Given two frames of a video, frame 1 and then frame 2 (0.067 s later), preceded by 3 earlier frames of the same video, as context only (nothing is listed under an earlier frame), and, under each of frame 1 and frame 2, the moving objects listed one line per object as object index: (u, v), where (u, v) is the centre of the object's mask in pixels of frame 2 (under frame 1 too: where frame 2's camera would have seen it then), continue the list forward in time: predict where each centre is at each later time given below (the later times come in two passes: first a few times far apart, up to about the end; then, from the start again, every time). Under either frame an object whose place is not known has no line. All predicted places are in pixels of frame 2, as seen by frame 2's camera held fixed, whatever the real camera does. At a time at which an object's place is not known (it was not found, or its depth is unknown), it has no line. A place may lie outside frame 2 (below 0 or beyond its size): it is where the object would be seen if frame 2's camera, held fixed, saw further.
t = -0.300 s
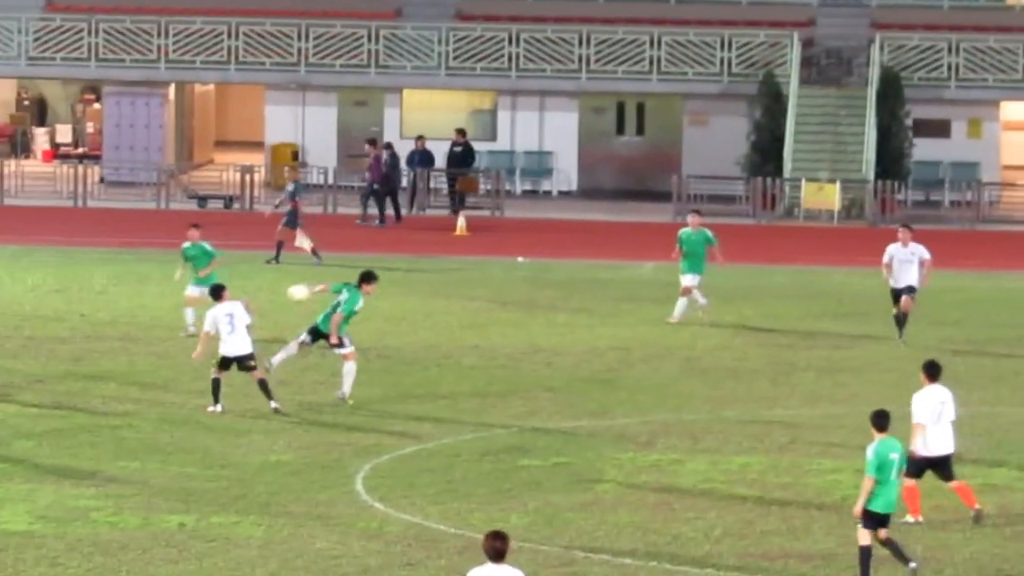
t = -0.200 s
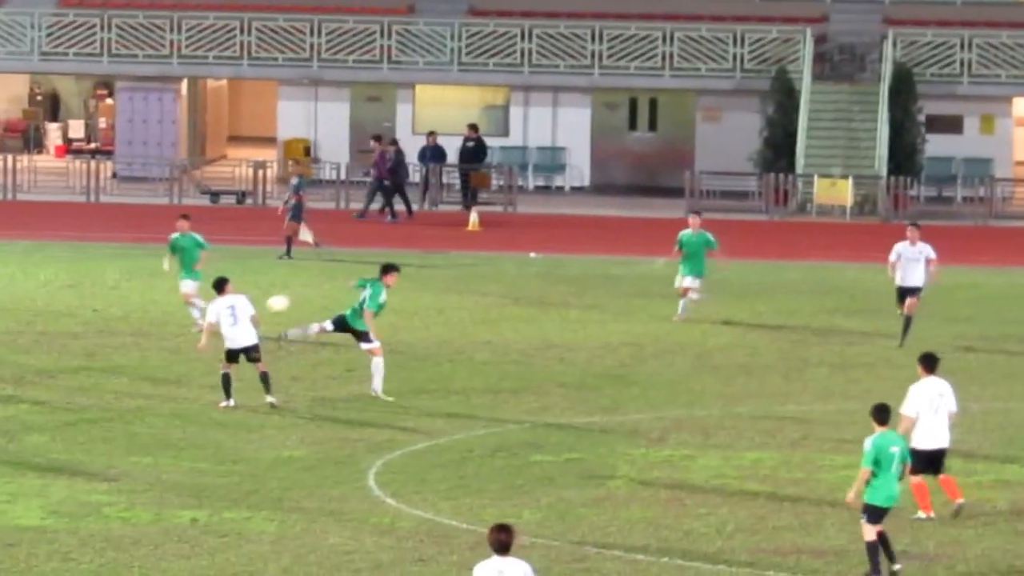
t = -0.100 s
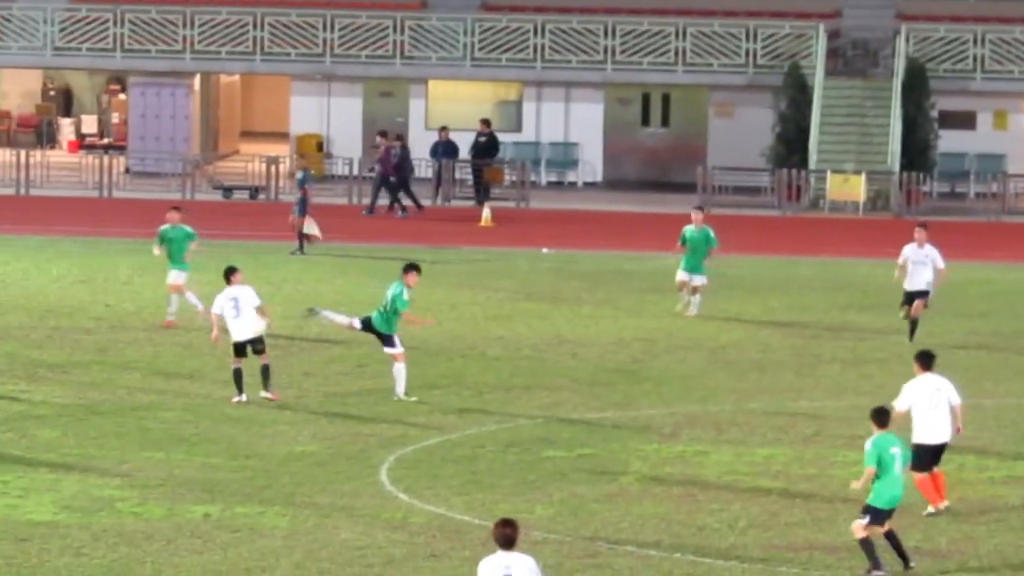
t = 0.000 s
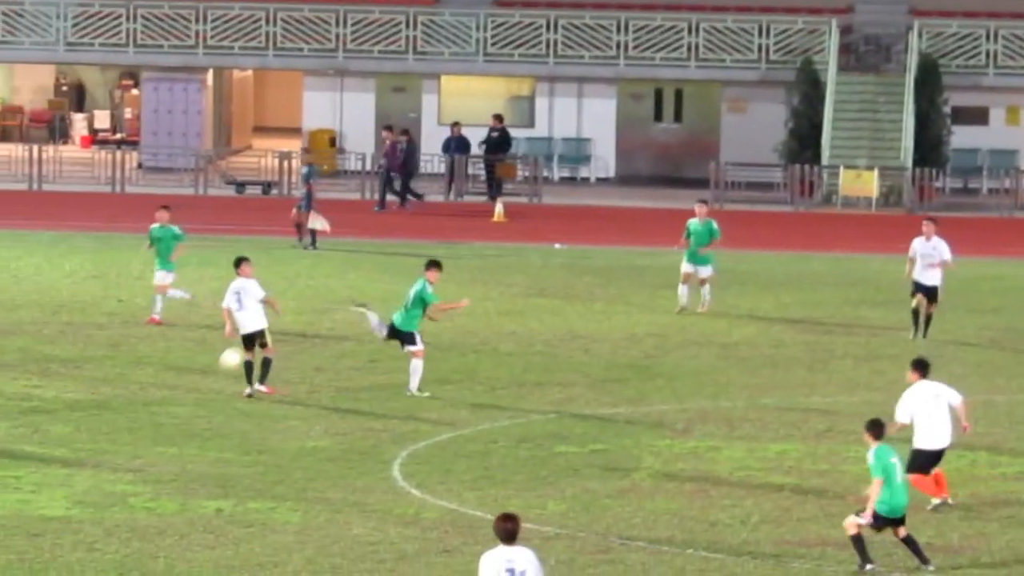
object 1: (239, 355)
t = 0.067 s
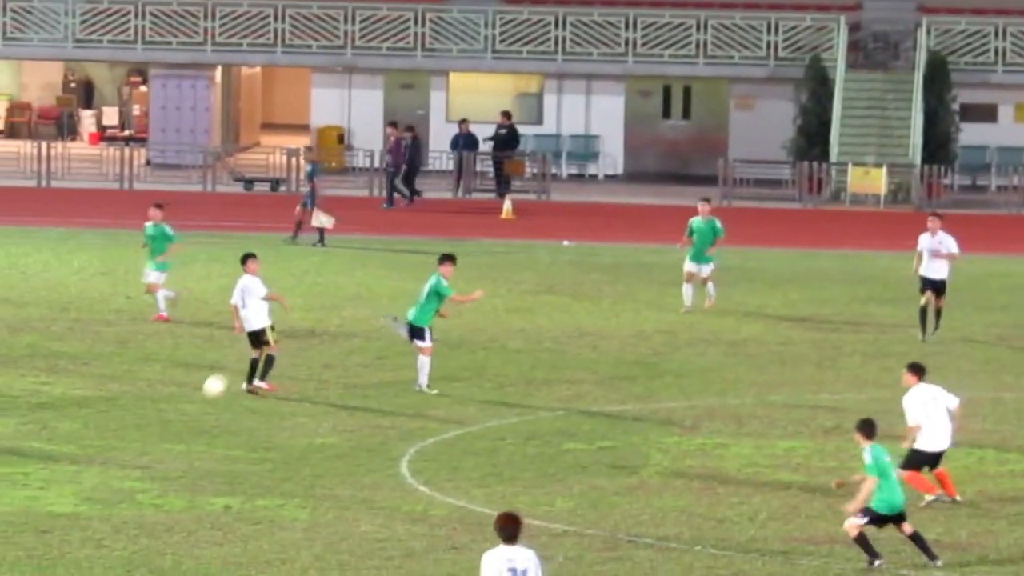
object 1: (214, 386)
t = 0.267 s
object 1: (142, 420)
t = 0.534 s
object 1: (51, 375)
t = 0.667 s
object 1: (3, 381)
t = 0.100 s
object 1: (201, 404)
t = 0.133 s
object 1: (188, 422)
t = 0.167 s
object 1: (175, 442)
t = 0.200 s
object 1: (163, 442)
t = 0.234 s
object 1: (153, 430)
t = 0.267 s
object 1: (142, 420)
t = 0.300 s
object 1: (132, 410)
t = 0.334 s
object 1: (120, 401)
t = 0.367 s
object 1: (109, 395)
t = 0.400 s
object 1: (98, 389)
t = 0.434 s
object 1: (86, 384)
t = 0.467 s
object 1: (75, 379)
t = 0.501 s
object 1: (63, 377)
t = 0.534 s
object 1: (51, 375)
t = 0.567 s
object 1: (39, 375)
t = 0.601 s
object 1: (28, 376)
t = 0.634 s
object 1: (15, 378)
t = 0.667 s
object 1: (3, 381)
